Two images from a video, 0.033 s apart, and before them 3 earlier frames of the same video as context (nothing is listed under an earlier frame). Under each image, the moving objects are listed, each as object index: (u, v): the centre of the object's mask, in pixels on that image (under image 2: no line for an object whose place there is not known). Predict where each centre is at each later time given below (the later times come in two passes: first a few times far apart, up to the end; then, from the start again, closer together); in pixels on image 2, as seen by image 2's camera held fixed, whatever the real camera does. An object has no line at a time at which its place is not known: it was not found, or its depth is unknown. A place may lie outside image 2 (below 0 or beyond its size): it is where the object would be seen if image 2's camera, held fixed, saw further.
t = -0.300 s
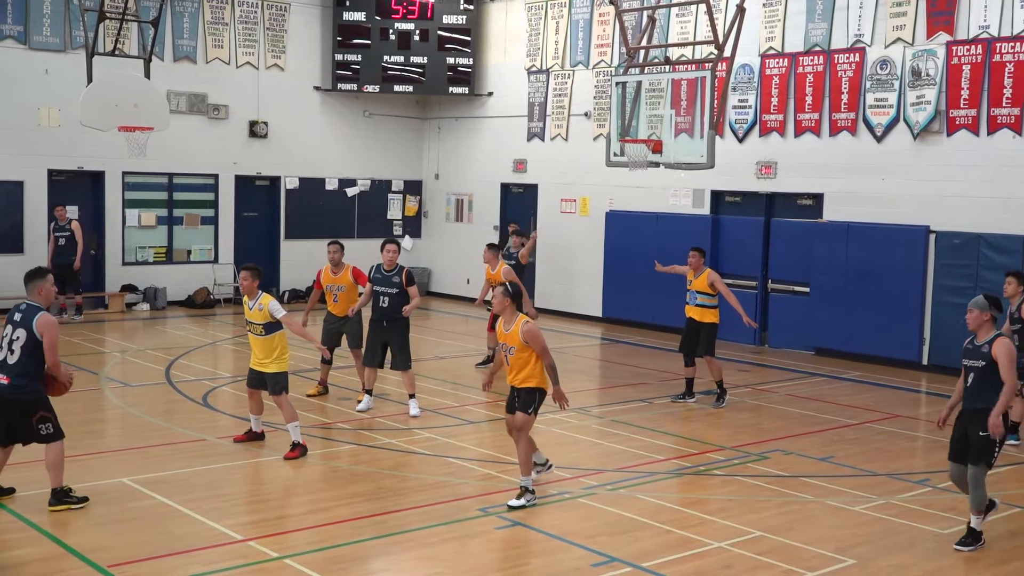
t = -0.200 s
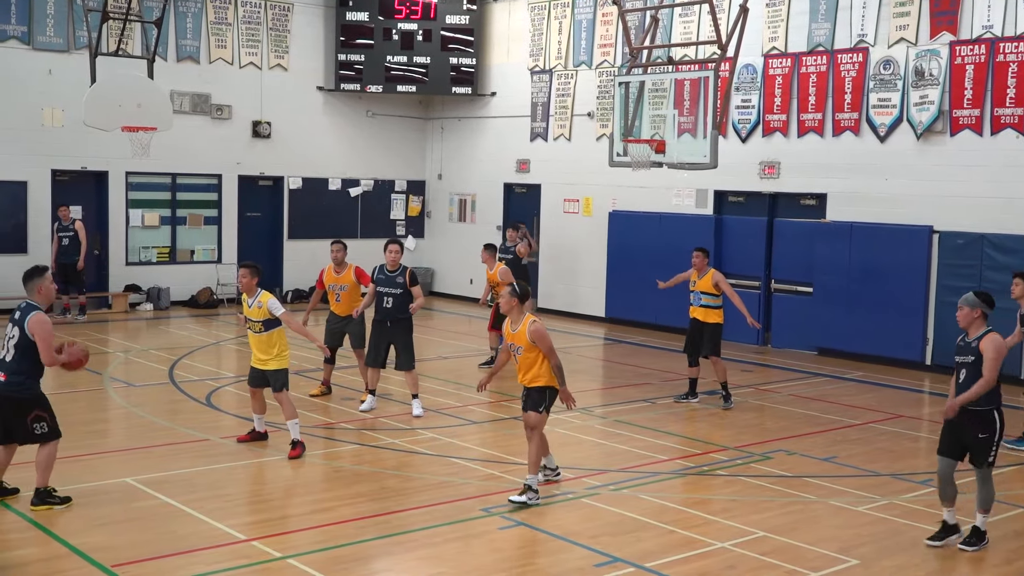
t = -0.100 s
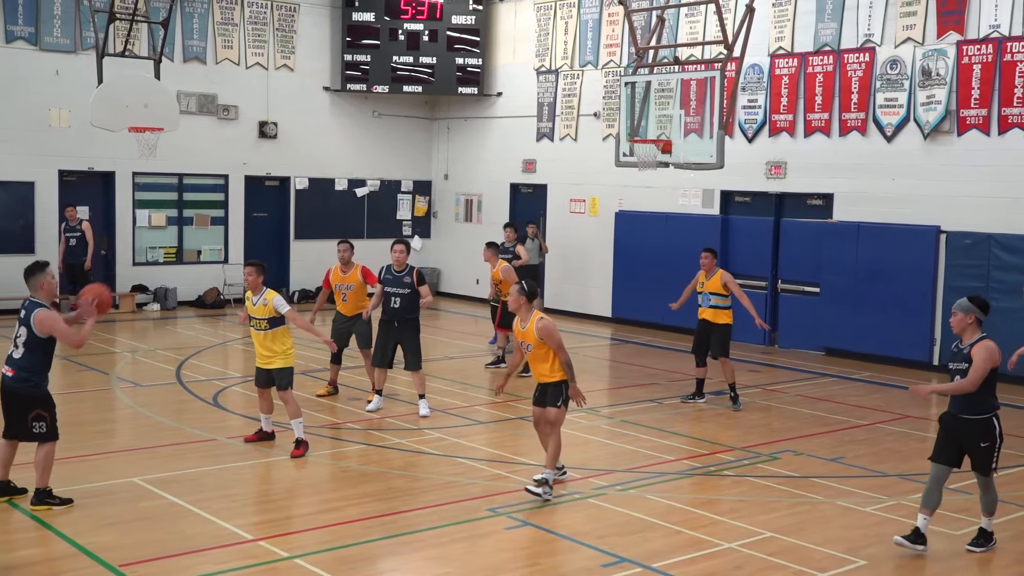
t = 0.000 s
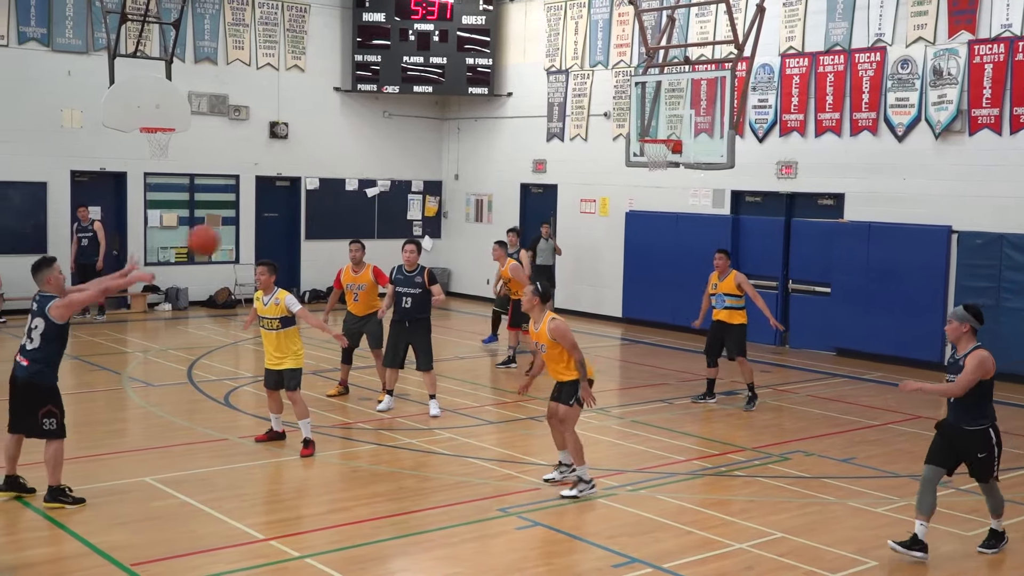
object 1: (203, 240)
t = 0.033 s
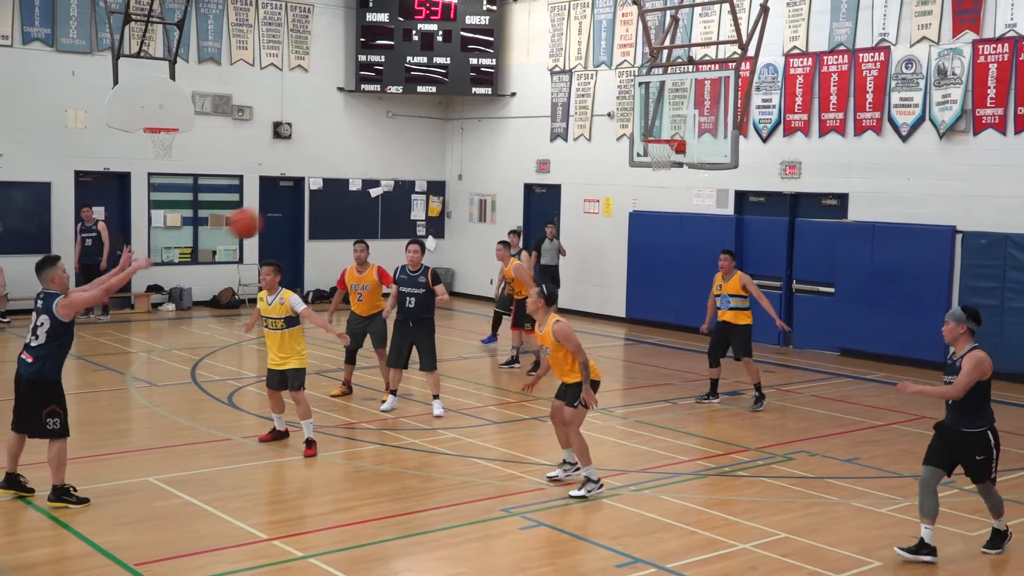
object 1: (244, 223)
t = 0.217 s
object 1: (440, 158)
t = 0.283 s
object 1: (506, 148)
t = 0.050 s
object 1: (264, 214)
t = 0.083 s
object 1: (299, 201)
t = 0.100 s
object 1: (317, 194)
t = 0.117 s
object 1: (335, 189)
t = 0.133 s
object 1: (352, 182)
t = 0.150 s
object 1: (370, 175)
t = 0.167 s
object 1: (388, 170)
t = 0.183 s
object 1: (406, 165)
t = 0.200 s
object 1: (423, 161)
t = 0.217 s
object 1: (440, 158)
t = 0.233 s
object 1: (457, 155)
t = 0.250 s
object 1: (474, 152)
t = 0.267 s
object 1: (490, 150)
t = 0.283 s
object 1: (506, 148)
